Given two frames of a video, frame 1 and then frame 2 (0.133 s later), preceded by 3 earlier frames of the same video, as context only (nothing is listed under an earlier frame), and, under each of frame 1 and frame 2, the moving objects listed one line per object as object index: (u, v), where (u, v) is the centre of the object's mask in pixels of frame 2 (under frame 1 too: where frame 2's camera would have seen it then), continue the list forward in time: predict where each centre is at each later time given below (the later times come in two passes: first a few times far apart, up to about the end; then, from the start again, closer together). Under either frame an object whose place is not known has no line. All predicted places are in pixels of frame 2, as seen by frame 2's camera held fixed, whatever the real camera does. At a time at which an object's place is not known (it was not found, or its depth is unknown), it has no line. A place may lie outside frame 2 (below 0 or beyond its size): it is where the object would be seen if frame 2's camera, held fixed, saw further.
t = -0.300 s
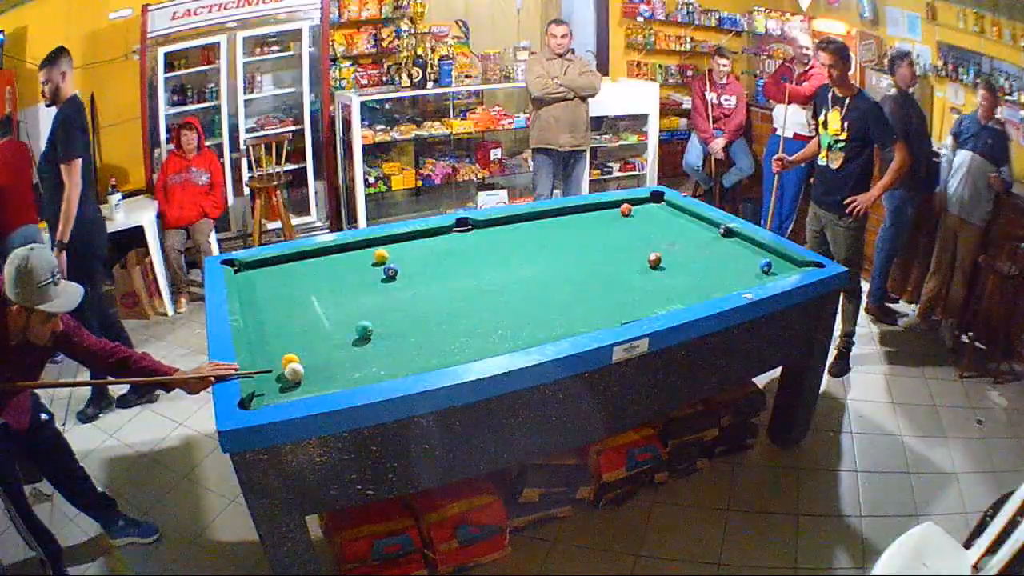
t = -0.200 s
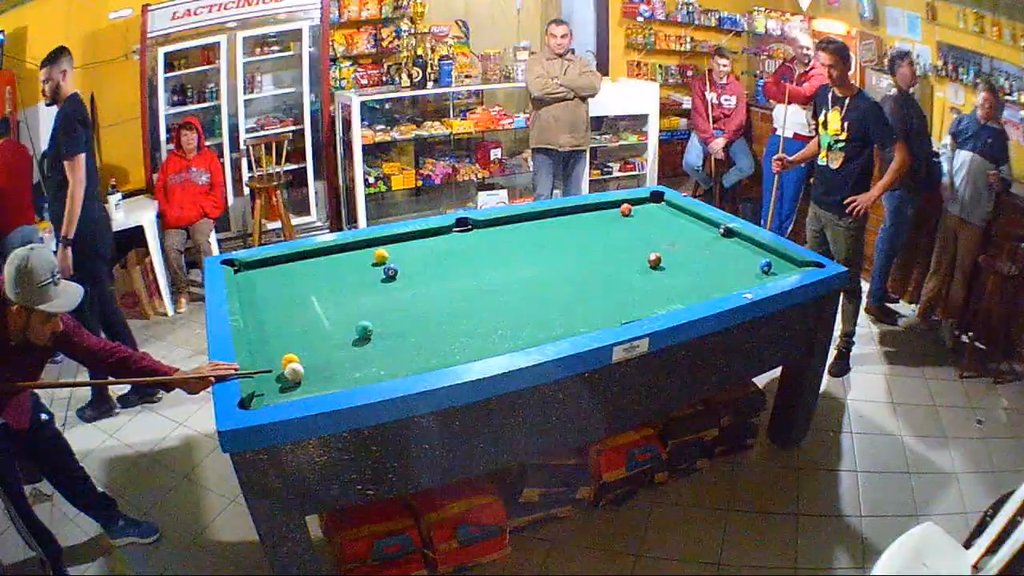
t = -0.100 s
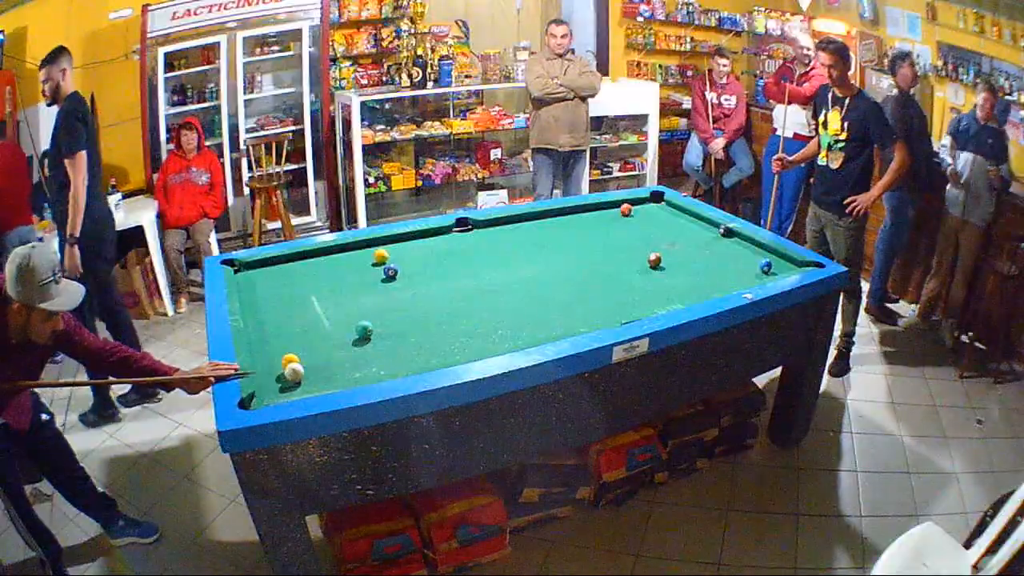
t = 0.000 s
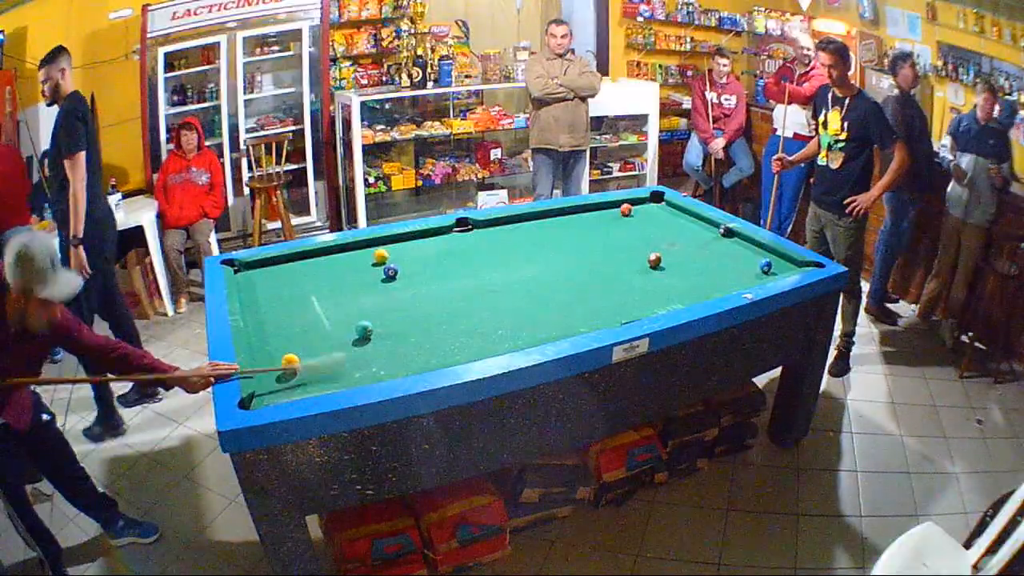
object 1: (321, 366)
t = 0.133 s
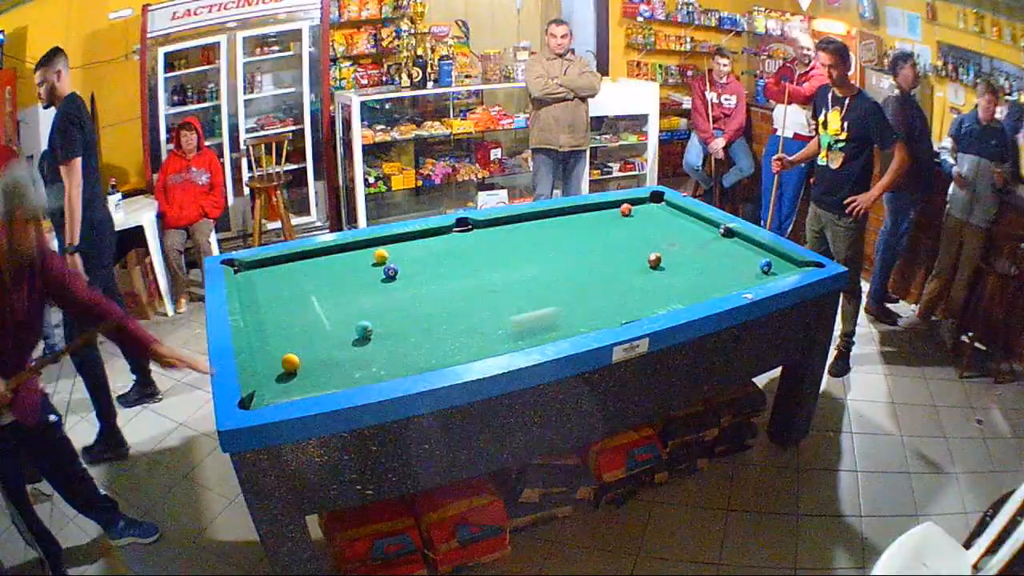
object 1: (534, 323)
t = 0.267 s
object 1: (688, 283)
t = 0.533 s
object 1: (745, 242)
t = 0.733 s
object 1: (709, 235)
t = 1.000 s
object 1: (661, 227)
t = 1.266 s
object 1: (617, 221)
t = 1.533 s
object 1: (575, 214)
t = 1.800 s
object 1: (555, 218)
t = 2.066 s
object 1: (547, 227)
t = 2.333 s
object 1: (539, 237)
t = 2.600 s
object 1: (531, 247)
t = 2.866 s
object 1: (522, 256)
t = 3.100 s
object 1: (515, 265)
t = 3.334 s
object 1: (507, 274)
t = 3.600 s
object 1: (499, 283)
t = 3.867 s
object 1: (490, 293)
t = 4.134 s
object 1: (482, 302)
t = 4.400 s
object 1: (474, 310)
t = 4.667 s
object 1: (467, 318)
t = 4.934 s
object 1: (460, 326)
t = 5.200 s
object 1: (455, 331)
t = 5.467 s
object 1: (450, 337)
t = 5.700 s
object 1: (446, 340)
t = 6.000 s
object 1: (443, 344)
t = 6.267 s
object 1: (439, 346)
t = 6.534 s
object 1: (438, 347)
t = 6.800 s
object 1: (438, 347)
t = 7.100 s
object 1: (438, 347)
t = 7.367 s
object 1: (438, 347)
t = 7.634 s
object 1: (438, 347)
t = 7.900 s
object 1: (438, 347)
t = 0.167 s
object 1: (579, 311)
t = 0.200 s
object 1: (620, 300)
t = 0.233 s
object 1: (657, 293)
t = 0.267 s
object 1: (688, 283)
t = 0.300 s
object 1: (718, 276)
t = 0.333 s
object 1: (744, 270)
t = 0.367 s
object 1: (752, 263)
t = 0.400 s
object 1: (748, 259)
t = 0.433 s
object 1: (746, 254)
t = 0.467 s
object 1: (745, 251)
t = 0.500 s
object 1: (744, 246)
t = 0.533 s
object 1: (745, 242)
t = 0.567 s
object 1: (743, 239)
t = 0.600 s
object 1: (735, 238)
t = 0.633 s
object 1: (728, 237)
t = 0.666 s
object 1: (721, 236)
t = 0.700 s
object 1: (715, 236)
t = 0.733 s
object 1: (709, 235)
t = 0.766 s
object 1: (703, 234)
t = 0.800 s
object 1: (697, 233)
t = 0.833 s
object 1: (690, 232)
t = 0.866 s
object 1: (685, 231)
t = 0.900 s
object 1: (679, 230)
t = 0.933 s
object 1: (673, 229)
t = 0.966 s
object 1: (667, 228)
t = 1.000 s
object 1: (661, 227)
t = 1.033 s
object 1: (656, 226)
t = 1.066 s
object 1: (650, 225)
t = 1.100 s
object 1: (645, 225)
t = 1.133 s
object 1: (639, 224)
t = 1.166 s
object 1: (633, 223)
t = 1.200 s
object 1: (628, 222)
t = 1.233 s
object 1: (622, 222)
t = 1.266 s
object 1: (617, 221)
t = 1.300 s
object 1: (611, 220)
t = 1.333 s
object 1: (606, 219)
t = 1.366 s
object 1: (601, 218)
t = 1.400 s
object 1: (595, 217)
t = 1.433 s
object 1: (591, 217)
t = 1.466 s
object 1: (585, 216)
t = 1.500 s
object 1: (580, 215)
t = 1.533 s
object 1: (575, 214)
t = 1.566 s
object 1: (570, 213)
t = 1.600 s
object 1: (565, 213)
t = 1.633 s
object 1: (560, 212)
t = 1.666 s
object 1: (558, 213)
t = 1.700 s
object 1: (557, 214)
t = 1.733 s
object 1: (556, 215)
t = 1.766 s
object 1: (556, 217)
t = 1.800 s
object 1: (555, 218)
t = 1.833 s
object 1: (554, 219)
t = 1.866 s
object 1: (553, 220)
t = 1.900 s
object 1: (552, 221)
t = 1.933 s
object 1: (551, 223)
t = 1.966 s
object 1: (550, 224)
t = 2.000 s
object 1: (550, 225)
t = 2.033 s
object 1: (548, 226)
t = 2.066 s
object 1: (547, 227)
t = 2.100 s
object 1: (546, 229)
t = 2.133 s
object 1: (545, 230)
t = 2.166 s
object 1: (544, 231)
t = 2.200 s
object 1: (543, 232)
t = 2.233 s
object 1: (542, 233)
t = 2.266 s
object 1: (541, 235)
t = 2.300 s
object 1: (540, 236)
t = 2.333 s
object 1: (539, 237)
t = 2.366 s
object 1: (538, 238)
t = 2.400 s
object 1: (537, 239)
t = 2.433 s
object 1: (536, 241)
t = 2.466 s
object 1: (535, 242)
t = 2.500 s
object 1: (534, 243)
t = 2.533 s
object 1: (533, 244)
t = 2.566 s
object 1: (532, 246)
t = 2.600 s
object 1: (531, 247)
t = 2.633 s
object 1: (530, 248)
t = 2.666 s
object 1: (529, 249)
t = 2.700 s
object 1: (528, 250)
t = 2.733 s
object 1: (527, 252)
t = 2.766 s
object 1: (525, 253)
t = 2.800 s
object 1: (524, 254)
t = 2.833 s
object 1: (523, 255)
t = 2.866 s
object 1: (522, 256)
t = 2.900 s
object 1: (522, 258)
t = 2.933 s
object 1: (521, 259)
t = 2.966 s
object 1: (519, 260)
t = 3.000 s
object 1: (518, 261)
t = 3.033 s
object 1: (517, 263)
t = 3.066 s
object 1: (516, 264)
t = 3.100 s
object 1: (515, 265)
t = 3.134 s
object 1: (514, 266)
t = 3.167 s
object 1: (513, 267)
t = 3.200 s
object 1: (512, 268)
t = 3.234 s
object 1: (510, 270)
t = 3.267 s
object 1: (509, 271)
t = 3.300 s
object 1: (509, 272)
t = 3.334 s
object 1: (507, 274)
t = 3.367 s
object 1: (507, 274)
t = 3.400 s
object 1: (506, 276)
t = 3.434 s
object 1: (504, 277)
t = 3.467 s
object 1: (503, 279)
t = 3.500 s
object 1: (502, 280)
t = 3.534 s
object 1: (501, 281)
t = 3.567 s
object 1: (500, 282)
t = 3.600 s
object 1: (499, 283)
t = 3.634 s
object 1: (498, 284)
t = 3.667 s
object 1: (497, 285)
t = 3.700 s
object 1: (496, 287)
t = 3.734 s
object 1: (495, 288)
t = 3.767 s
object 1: (494, 289)
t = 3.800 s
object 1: (493, 290)
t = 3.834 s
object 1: (491, 291)
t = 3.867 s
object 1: (490, 293)
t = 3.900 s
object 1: (489, 294)
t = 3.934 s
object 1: (488, 295)
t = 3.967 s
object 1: (487, 296)
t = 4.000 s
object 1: (486, 297)
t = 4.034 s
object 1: (485, 298)
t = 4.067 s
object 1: (484, 300)
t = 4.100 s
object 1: (483, 301)
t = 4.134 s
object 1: (482, 302)
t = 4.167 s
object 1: (481, 303)
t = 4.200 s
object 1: (480, 304)
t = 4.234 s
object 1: (479, 304)
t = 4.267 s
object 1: (478, 305)
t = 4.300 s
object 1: (477, 307)
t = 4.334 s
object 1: (476, 308)
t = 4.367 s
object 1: (475, 309)
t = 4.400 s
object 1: (474, 310)
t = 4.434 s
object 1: (473, 311)
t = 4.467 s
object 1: (472, 311)
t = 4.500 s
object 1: (471, 313)
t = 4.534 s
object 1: (470, 314)
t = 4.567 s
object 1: (469, 315)
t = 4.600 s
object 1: (469, 316)
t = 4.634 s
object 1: (468, 317)
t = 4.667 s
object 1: (467, 318)
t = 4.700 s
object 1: (466, 319)
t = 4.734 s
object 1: (465, 320)
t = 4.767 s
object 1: (464, 321)
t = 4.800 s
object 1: (464, 322)
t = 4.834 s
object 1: (463, 323)
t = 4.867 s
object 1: (462, 323)
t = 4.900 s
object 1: (461, 324)
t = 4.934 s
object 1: (460, 326)
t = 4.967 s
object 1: (460, 326)
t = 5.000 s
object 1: (459, 327)
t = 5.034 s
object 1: (458, 328)
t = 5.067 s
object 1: (457, 329)
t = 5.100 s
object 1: (457, 330)
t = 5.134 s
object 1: (456, 330)
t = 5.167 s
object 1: (456, 331)
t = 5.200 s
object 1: (455, 331)
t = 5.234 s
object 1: (454, 332)
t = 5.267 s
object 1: (454, 333)
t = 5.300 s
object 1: (453, 334)
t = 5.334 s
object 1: (452, 334)
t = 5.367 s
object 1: (452, 335)
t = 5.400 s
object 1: (451, 336)
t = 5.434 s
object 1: (451, 336)
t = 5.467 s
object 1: (450, 337)
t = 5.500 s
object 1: (450, 337)
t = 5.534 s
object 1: (449, 338)
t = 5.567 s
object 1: (448, 338)
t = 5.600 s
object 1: (448, 339)
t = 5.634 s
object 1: (447, 339)
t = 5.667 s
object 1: (447, 340)
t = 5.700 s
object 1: (446, 340)
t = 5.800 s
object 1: (446, 341)
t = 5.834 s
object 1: (446, 342)
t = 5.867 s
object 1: (445, 342)
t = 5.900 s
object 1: (444, 343)
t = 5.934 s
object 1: (444, 343)
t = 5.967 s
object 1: (443, 344)
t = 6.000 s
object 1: (443, 344)
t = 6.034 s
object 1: (443, 344)
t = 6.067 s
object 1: (442, 344)
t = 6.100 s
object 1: (442, 345)
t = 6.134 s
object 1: (441, 345)
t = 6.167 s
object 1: (441, 345)
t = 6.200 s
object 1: (440, 346)
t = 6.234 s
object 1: (440, 346)
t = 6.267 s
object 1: (439, 346)
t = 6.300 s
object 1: (439, 346)
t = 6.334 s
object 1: (439, 346)
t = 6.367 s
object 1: (439, 347)
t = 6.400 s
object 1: (438, 347)
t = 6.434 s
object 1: (438, 347)
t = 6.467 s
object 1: (439, 347)
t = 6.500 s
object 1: (438, 347)
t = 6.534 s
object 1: (438, 347)
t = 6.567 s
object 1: (438, 347)
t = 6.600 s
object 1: (438, 347)
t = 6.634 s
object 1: (438, 347)
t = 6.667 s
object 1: (438, 347)
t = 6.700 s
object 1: (438, 347)
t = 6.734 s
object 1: (438, 347)
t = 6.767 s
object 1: (438, 347)
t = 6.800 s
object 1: (438, 347)
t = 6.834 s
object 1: (438, 347)
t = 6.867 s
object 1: (438, 347)
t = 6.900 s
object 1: (438, 347)
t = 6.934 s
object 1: (438, 347)
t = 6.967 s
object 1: (438, 347)
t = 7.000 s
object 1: (438, 347)
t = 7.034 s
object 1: (438, 347)
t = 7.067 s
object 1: (438, 347)
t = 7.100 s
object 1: (438, 347)
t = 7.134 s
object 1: (438, 347)
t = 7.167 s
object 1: (438, 347)
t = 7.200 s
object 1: (438, 347)
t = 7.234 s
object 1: (438, 347)
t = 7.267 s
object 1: (438, 347)
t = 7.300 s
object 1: (438, 347)
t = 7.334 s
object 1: (438, 347)
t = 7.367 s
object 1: (438, 347)
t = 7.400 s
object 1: (438, 347)
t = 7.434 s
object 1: (438, 347)
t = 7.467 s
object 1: (438, 347)
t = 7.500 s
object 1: (438, 347)
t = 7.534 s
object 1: (438, 347)
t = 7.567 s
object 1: (438, 347)
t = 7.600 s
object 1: (438, 347)
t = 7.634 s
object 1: (438, 347)
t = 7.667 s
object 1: (438, 347)
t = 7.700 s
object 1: (438, 347)
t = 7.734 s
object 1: (438, 347)
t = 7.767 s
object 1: (438, 347)
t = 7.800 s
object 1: (438, 347)
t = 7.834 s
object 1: (438, 347)
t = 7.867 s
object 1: (438, 347)
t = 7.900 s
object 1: (438, 347)
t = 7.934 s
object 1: (438, 347)
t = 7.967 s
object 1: (438, 347)
